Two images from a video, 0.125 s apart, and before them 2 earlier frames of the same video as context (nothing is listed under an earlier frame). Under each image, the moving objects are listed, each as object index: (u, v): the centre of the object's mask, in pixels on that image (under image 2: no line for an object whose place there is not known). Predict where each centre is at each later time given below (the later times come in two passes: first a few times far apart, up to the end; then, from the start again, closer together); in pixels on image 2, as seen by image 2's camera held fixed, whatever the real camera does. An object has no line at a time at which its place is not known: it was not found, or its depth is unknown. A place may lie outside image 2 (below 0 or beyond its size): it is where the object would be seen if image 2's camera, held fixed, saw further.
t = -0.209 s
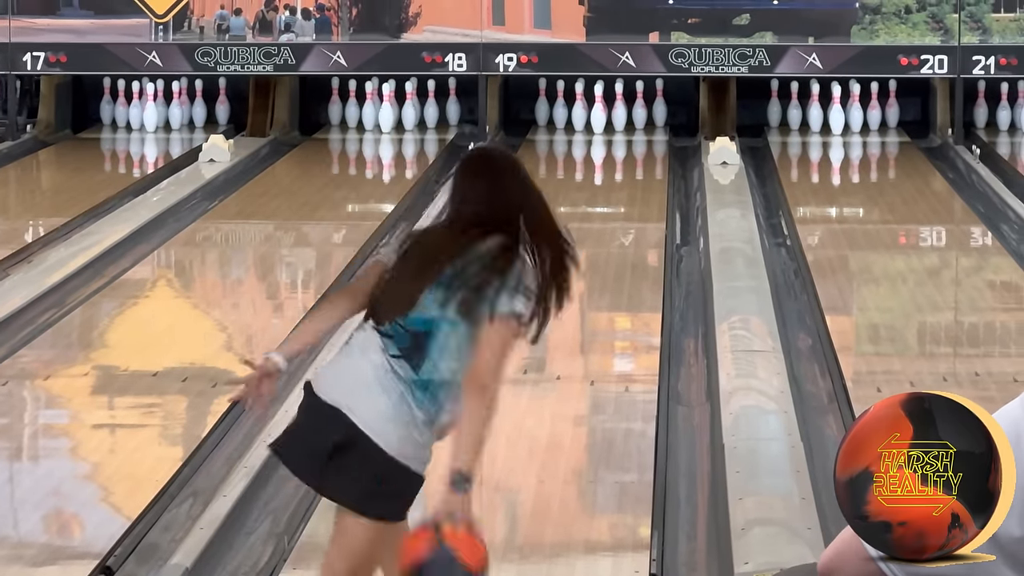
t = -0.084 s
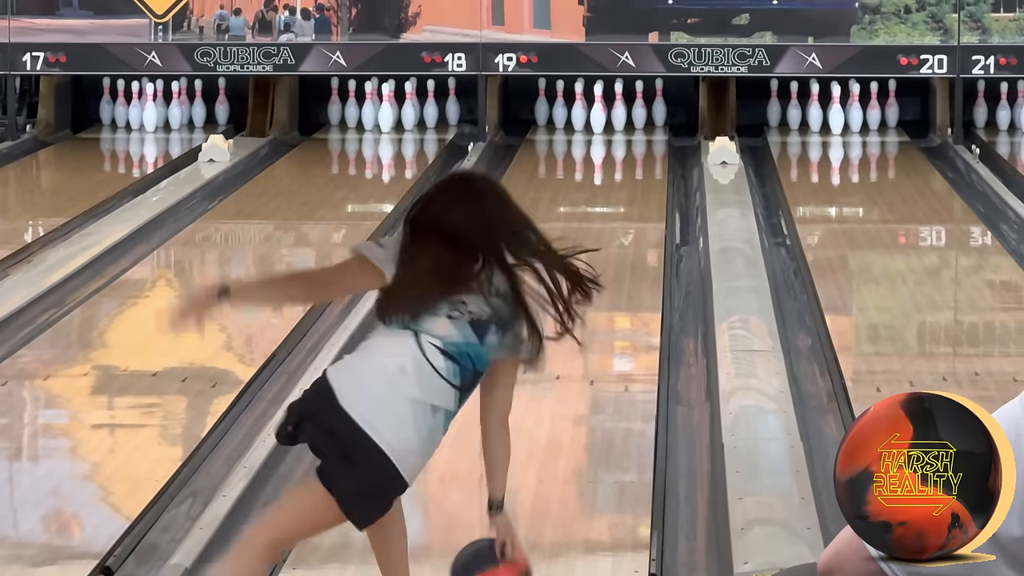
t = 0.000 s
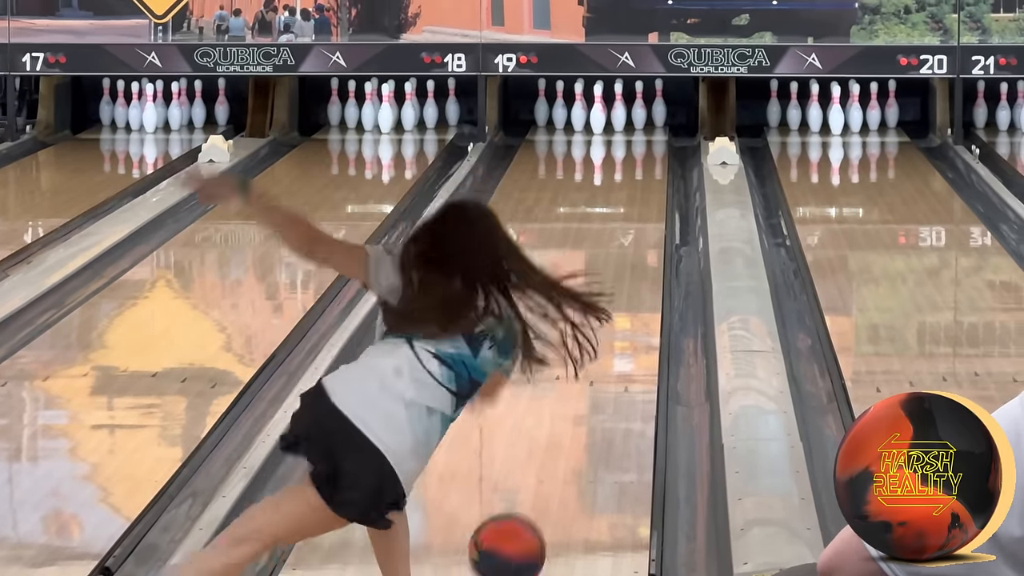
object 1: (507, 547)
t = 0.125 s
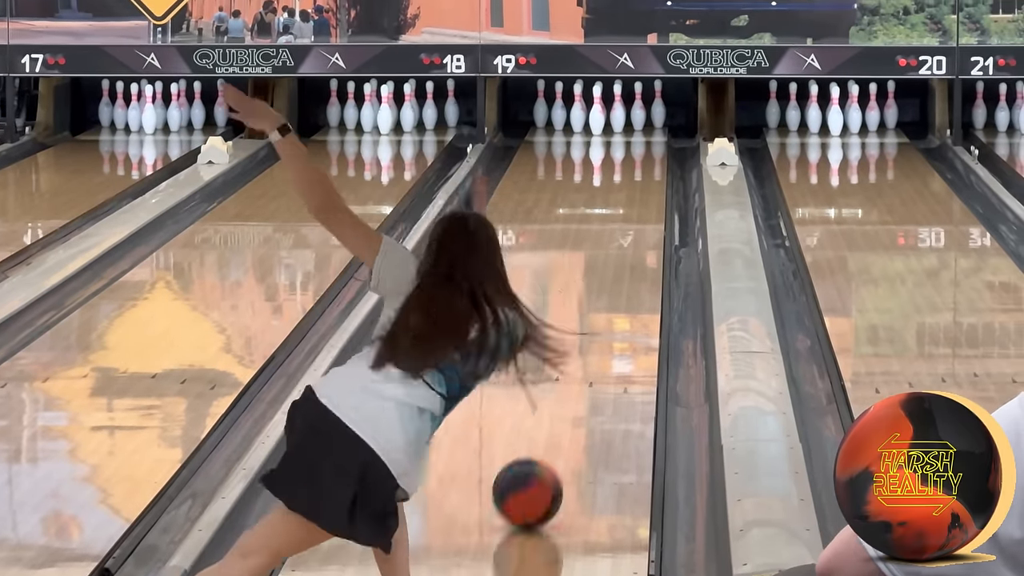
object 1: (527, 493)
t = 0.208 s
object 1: (538, 460)
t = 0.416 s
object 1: (560, 395)
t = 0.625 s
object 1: (581, 339)
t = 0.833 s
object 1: (592, 296)
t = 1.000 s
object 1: (600, 266)
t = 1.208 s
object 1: (607, 236)
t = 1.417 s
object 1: (613, 208)
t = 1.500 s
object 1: (614, 199)
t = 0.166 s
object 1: (532, 479)
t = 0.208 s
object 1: (538, 460)
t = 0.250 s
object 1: (542, 448)
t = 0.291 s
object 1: (548, 431)
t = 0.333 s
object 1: (552, 421)
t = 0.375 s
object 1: (555, 410)
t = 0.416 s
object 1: (560, 395)
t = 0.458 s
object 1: (564, 384)
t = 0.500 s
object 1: (569, 374)
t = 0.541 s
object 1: (575, 371)
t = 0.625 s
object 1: (581, 339)
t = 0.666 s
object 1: (582, 329)
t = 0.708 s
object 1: (583, 322)
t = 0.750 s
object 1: (586, 312)
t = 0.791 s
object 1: (588, 305)
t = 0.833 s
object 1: (592, 296)
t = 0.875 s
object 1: (593, 289)
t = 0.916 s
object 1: (596, 280)
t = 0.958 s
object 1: (597, 275)
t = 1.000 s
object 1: (600, 266)
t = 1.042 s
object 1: (601, 261)
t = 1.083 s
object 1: (603, 253)
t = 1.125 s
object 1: (604, 248)
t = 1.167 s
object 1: (607, 241)
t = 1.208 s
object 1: (607, 236)
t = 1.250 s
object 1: (609, 229)
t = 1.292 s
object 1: (610, 225)
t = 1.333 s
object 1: (611, 218)
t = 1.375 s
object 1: (612, 214)
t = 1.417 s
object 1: (613, 208)
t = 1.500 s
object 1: (614, 199)
